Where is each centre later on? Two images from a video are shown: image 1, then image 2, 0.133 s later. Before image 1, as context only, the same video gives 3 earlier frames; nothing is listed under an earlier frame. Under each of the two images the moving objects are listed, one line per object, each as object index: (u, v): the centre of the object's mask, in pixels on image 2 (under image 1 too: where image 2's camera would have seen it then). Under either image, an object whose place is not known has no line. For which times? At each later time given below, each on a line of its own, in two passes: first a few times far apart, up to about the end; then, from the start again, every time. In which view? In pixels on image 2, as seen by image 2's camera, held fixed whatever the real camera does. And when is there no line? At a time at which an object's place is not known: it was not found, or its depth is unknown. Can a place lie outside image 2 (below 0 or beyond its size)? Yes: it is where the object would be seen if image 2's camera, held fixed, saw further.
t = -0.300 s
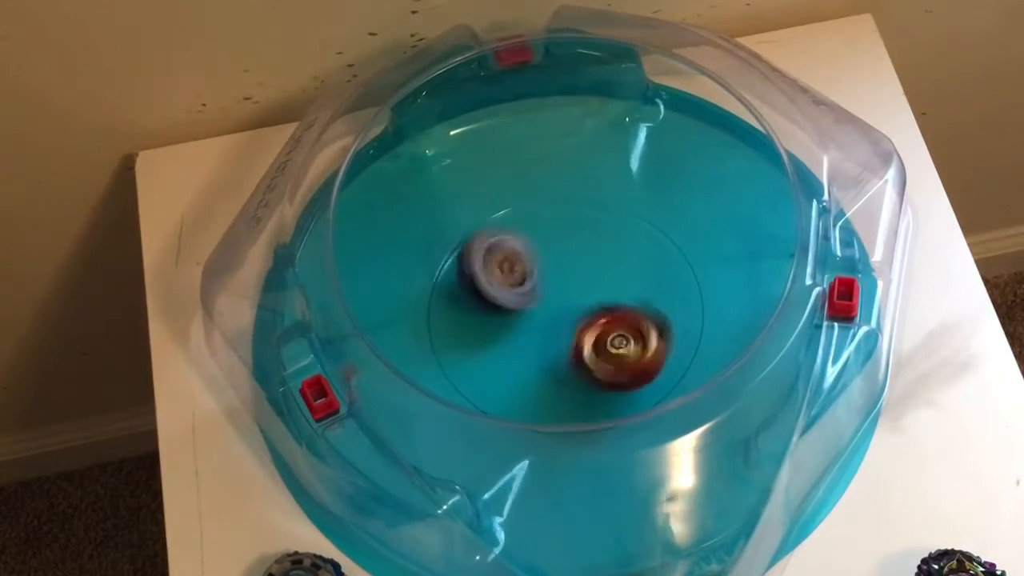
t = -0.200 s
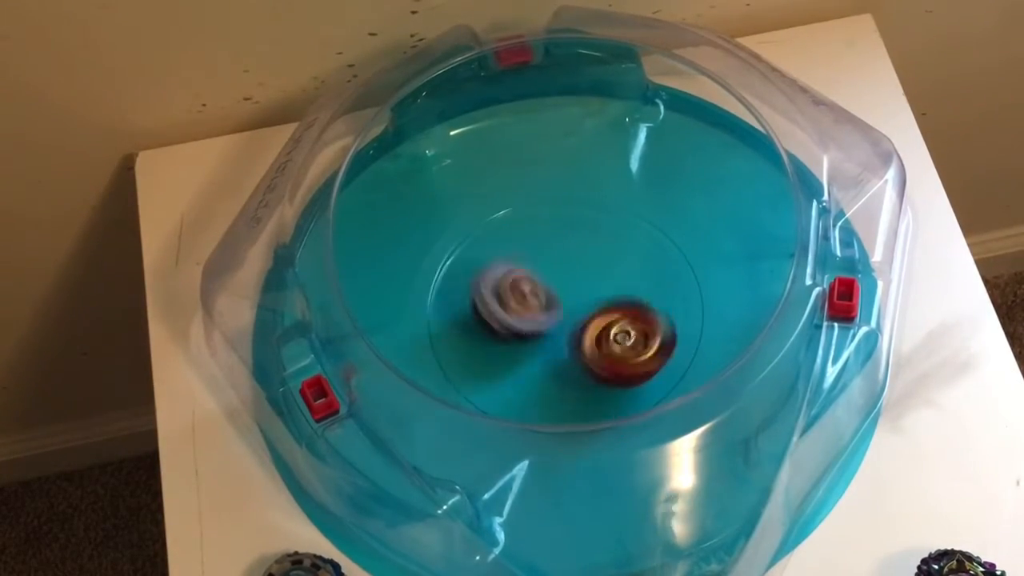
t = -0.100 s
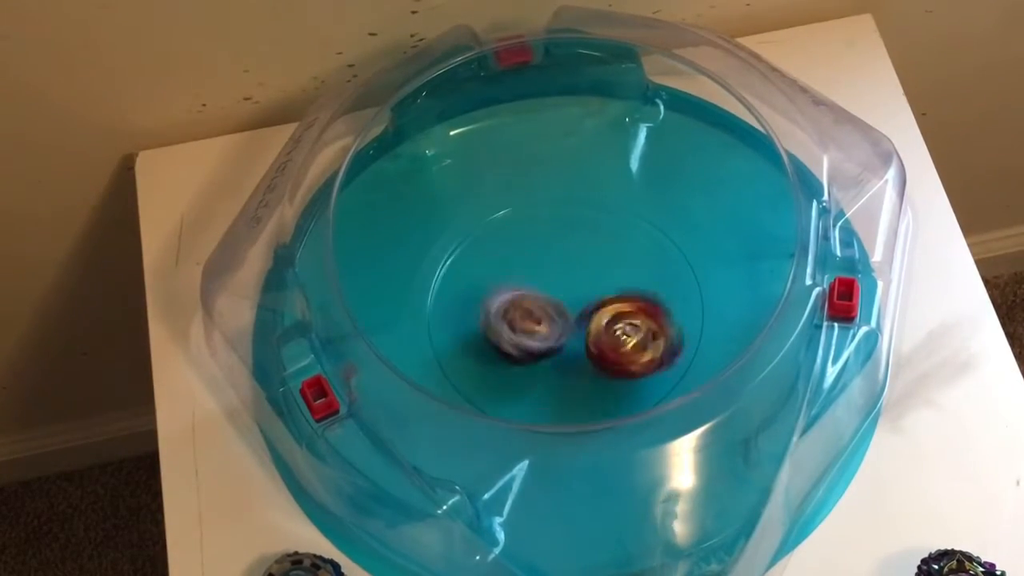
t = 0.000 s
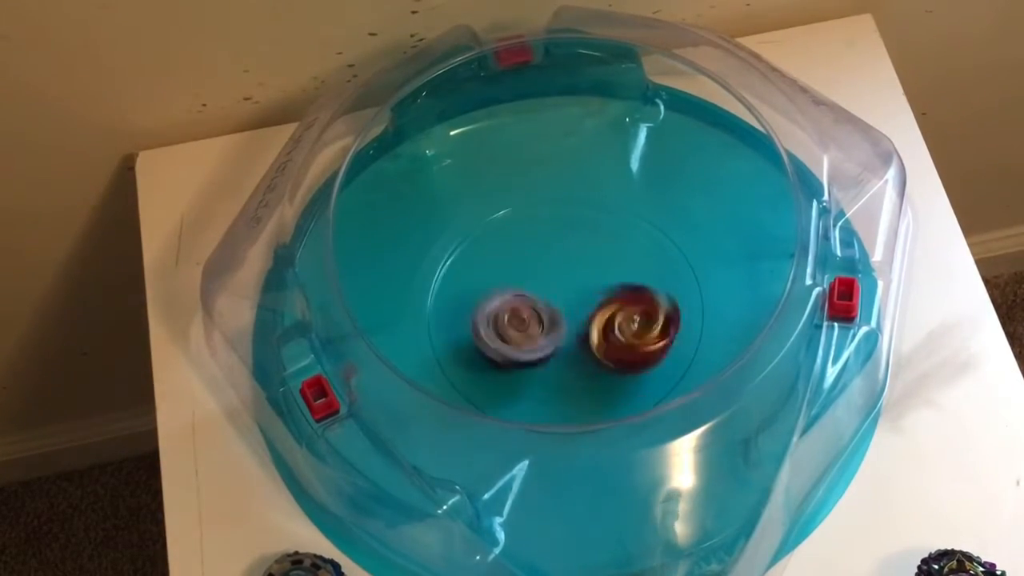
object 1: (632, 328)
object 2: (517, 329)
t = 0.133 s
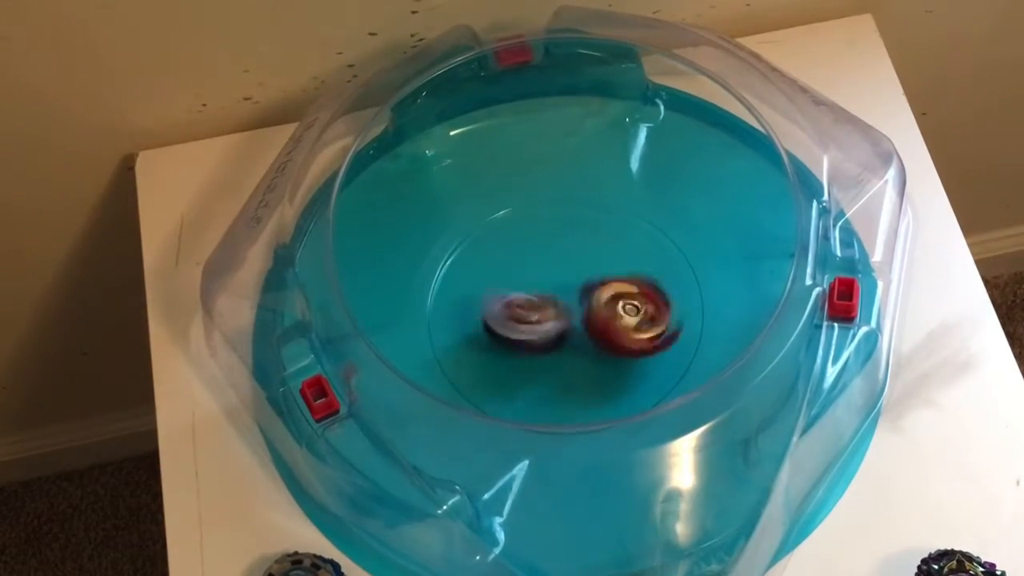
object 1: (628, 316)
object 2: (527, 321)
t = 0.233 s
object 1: (629, 304)
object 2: (535, 311)
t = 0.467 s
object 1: (639, 279)
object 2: (540, 295)
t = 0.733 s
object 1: (625, 275)
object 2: (531, 294)
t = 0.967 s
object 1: (605, 288)
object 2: (521, 299)
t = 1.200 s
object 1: (615, 304)
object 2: (517, 303)
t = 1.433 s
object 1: (608, 305)
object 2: (516, 303)
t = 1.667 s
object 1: (607, 303)
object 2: (517, 303)
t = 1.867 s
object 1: (607, 302)
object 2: (518, 304)
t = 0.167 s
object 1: (626, 312)
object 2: (531, 316)
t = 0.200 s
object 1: (624, 307)
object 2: (532, 313)
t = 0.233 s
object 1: (629, 304)
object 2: (535, 311)
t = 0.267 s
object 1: (630, 300)
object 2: (536, 306)
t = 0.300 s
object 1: (634, 295)
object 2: (539, 302)
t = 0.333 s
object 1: (635, 290)
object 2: (539, 301)
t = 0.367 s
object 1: (636, 287)
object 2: (541, 301)
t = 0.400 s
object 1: (637, 284)
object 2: (538, 299)
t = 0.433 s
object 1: (638, 282)
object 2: (540, 296)
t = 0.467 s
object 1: (639, 279)
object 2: (540, 295)
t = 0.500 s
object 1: (638, 276)
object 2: (537, 294)
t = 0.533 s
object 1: (640, 272)
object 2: (536, 291)
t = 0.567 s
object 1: (643, 271)
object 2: (533, 291)
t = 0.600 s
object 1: (645, 270)
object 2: (534, 291)
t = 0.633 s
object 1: (643, 272)
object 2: (534, 291)
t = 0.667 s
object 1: (638, 273)
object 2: (532, 290)
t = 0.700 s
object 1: (632, 273)
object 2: (531, 292)
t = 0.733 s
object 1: (625, 275)
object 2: (531, 294)
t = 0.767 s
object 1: (620, 276)
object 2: (530, 297)
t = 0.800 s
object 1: (622, 276)
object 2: (526, 299)
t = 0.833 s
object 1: (621, 278)
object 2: (523, 300)
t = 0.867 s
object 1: (620, 279)
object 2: (521, 299)
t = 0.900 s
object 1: (620, 281)
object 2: (520, 300)
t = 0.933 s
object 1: (612, 285)
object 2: (519, 299)
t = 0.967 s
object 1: (605, 288)
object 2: (521, 299)
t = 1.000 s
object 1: (606, 288)
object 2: (519, 301)
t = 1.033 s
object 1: (605, 290)
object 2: (518, 303)
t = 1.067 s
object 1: (606, 291)
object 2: (520, 305)
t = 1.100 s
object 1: (610, 293)
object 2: (517, 305)
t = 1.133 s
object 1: (614, 296)
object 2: (516, 304)
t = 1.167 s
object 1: (616, 300)
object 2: (517, 303)
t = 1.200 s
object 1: (615, 304)
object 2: (517, 303)
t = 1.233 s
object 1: (615, 306)
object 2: (517, 303)
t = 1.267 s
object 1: (615, 306)
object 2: (517, 303)
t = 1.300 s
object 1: (615, 306)
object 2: (518, 304)
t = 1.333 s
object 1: (614, 306)
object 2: (518, 304)
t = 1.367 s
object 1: (611, 305)
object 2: (518, 304)
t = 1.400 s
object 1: (609, 305)
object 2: (517, 303)
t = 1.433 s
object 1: (608, 305)
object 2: (516, 303)
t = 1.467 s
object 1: (607, 304)
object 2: (516, 303)
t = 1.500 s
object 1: (607, 303)
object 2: (516, 303)
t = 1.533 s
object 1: (607, 301)
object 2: (516, 303)
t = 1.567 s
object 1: (607, 300)
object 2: (516, 303)
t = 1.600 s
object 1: (607, 300)
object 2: (517, 303)
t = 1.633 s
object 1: (607, 301)
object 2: (517, 303)
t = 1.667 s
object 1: (607, 303)
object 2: (517, 303)
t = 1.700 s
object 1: (607, 303)
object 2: (518, 303)
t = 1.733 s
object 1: (607, 303)
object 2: (518, 303)
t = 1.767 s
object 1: (607, 302)
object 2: (518, 303)
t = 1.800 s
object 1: (607, 301)
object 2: (518, 303)
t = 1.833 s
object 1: (607, 301)
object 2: (518, 303)
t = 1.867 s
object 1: (607, 302)
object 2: (518, 304)
